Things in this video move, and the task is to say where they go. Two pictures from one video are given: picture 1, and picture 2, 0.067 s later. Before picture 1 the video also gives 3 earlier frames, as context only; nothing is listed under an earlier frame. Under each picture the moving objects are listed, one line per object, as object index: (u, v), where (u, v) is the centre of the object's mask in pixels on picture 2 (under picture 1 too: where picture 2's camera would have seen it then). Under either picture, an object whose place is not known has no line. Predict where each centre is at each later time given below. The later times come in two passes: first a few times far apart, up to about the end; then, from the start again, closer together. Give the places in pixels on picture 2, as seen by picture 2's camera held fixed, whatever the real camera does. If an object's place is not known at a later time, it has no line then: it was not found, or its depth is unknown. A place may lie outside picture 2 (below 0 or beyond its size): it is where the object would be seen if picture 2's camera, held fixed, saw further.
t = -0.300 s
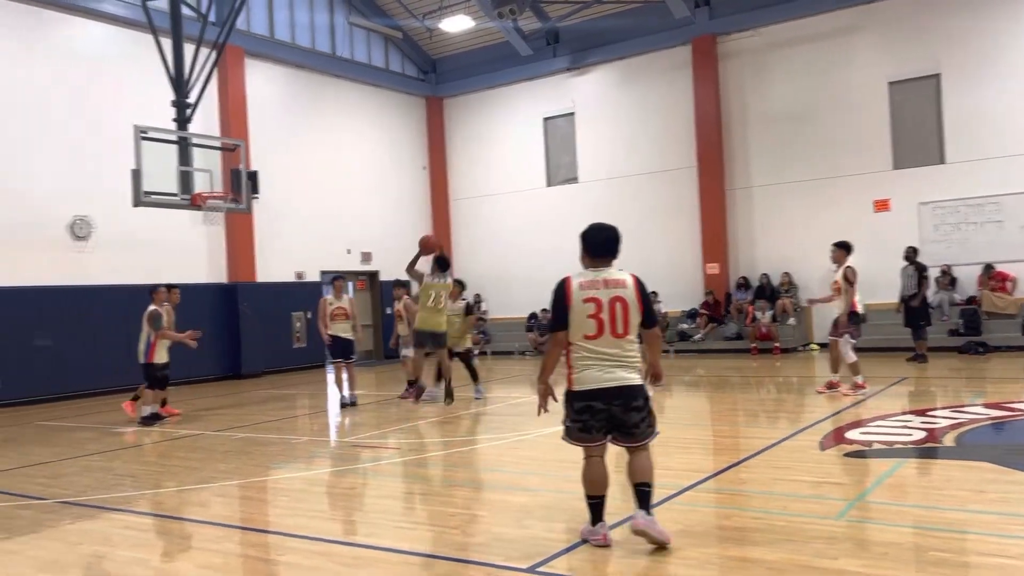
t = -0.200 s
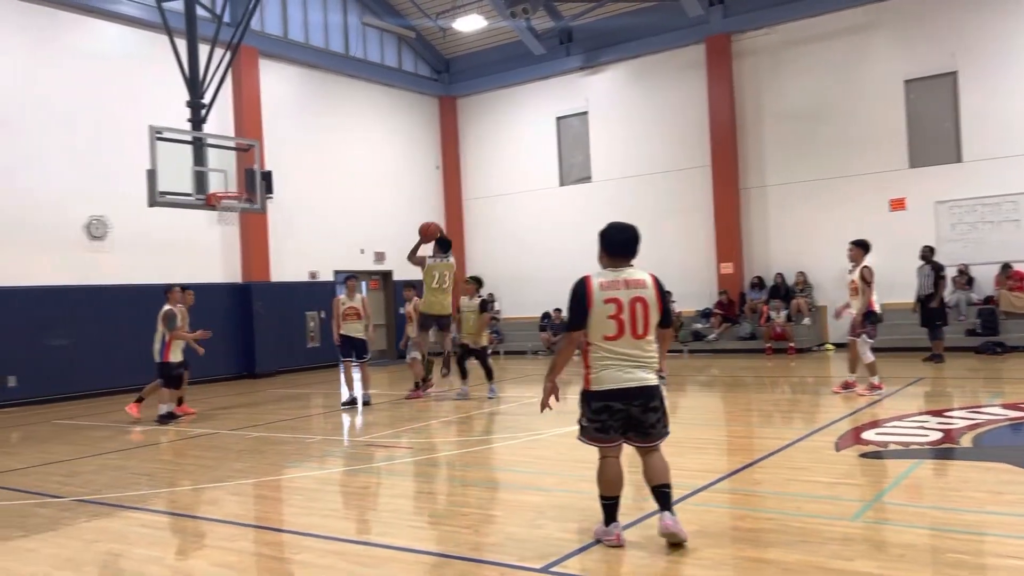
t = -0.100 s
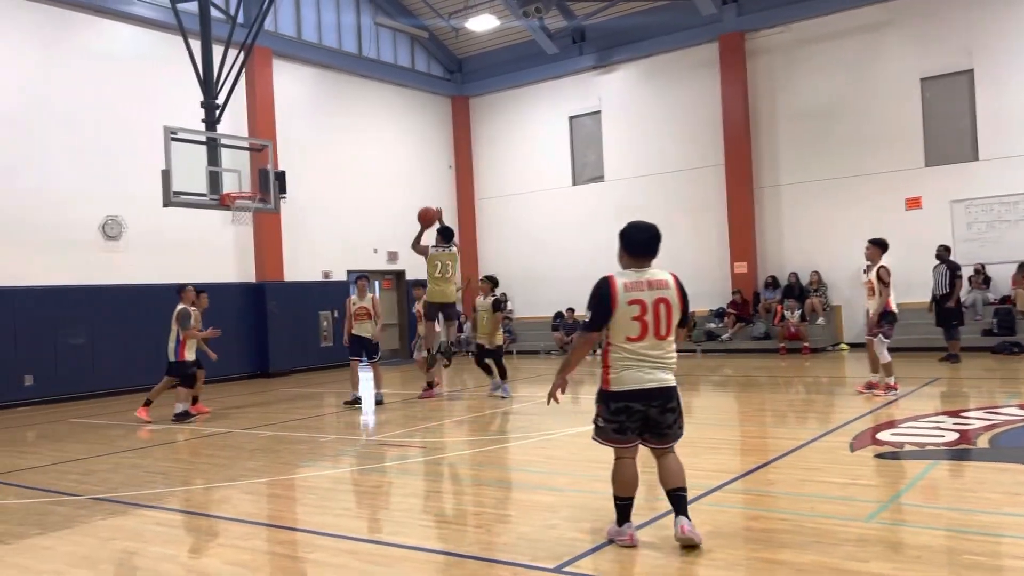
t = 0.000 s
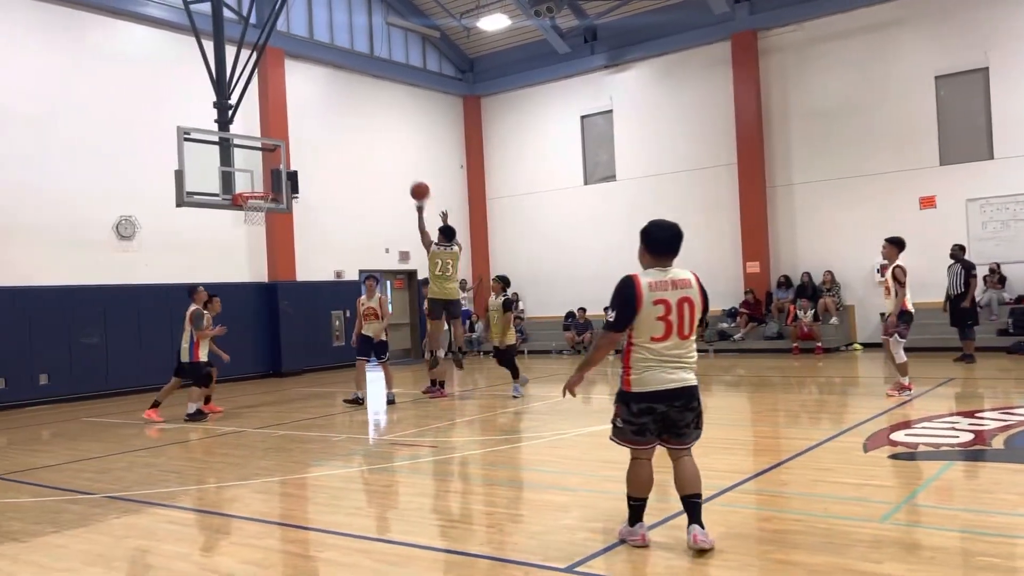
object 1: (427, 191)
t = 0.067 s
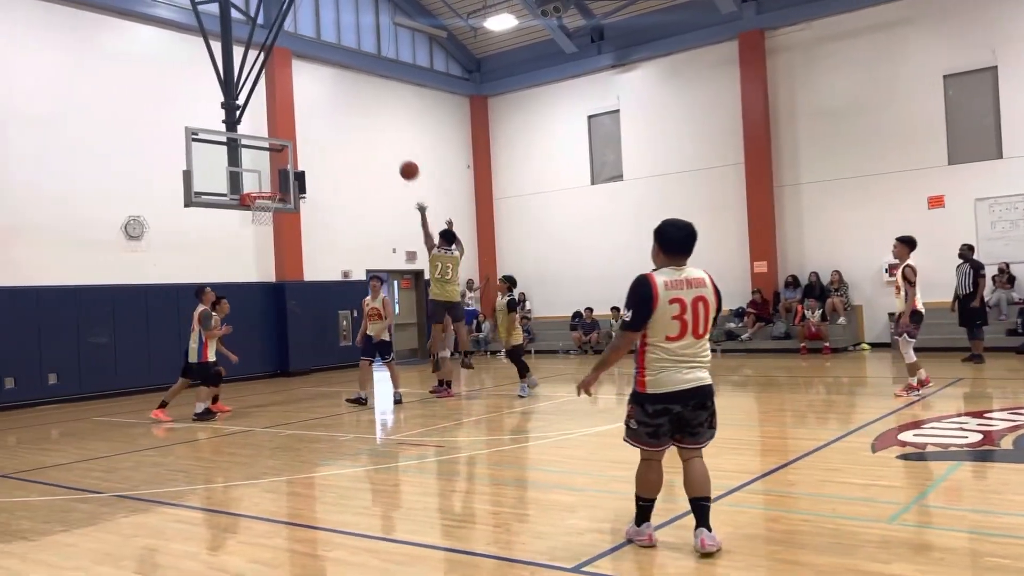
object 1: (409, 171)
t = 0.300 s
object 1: (353, 129)
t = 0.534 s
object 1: (306, 131)
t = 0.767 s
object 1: (266, 169)
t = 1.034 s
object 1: (302, 180)
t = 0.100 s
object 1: (400, 162)
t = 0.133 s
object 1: (392, 154)
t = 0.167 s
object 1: (384, 147)
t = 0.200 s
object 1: (376, 141)
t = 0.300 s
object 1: (353, 129)
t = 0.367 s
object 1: (339, 126)
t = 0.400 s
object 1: (332, 125)
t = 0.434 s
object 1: (325, 126)
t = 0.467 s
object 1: (319, 127)
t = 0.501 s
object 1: (312, 128)
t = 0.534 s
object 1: (306, 131)
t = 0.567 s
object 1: (300, 134)
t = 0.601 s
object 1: (294, 139)
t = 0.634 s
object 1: (288, 144)
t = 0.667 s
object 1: (281, 150)
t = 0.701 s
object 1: (276, 153)
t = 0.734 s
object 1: (271, 161)
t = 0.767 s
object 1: (266, 169)
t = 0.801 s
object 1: (261, 177)
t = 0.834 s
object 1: (256, 185)
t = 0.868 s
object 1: (256, 188)
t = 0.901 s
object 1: (265, 186)
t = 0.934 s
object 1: (274, 183)
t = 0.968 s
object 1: (283, 181)
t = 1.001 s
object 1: (293, 180)
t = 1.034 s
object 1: (302, 180)
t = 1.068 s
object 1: (311, 181)
